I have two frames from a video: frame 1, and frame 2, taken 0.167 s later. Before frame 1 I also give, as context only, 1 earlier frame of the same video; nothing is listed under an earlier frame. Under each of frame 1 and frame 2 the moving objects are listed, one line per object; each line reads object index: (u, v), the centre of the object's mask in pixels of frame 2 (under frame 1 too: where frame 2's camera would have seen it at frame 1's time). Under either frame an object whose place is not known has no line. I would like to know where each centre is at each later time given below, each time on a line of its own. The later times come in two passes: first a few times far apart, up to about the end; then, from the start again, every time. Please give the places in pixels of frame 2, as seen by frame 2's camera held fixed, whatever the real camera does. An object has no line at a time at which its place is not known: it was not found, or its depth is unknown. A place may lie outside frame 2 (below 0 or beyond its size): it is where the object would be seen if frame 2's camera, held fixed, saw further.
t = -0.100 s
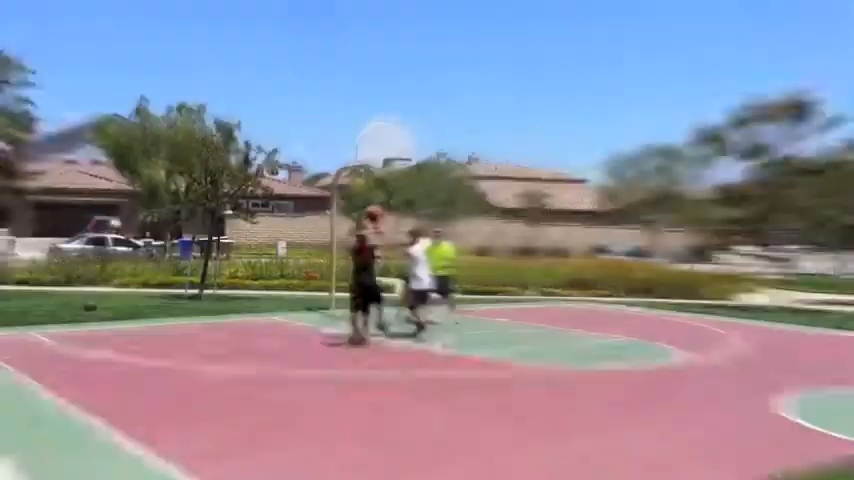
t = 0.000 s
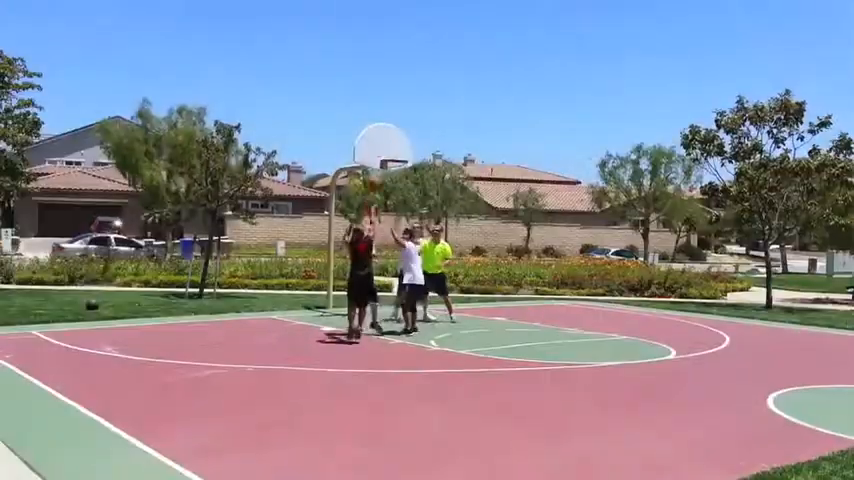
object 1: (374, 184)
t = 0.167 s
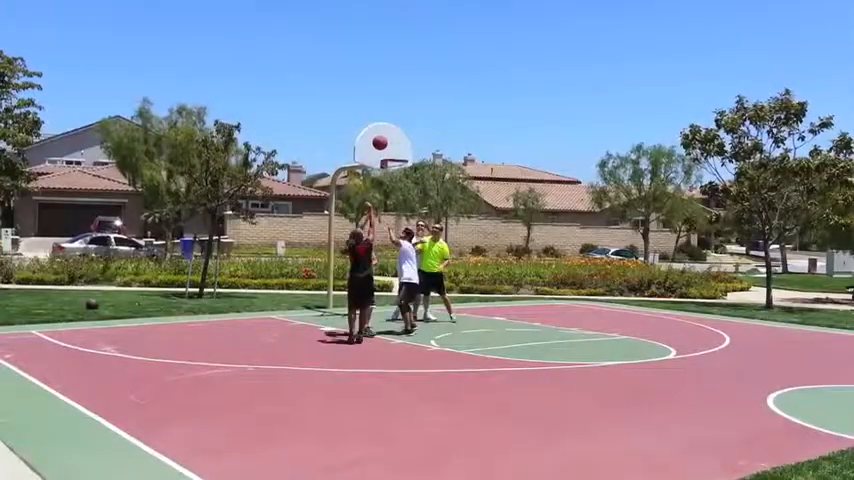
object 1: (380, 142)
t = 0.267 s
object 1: (383, 128)
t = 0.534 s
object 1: (391, 119)
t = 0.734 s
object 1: (397, 137)
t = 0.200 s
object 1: (381, 136)
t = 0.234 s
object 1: (382, 133)
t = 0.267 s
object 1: (383, 128)
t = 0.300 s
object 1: (384, 124)
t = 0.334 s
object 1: (385, 122)
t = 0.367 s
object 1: (386, 119)
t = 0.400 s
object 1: (387, 118)
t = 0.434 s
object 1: (388, 117)
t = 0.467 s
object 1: (389, 117)
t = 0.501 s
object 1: (390, 118)
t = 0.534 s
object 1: (391, 119)
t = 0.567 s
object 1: (392, 120)
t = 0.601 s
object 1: (393, 122)
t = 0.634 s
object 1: (395, 125)
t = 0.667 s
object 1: (395, 129)
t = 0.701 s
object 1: (396, 133)
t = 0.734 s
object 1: (397, 137)
